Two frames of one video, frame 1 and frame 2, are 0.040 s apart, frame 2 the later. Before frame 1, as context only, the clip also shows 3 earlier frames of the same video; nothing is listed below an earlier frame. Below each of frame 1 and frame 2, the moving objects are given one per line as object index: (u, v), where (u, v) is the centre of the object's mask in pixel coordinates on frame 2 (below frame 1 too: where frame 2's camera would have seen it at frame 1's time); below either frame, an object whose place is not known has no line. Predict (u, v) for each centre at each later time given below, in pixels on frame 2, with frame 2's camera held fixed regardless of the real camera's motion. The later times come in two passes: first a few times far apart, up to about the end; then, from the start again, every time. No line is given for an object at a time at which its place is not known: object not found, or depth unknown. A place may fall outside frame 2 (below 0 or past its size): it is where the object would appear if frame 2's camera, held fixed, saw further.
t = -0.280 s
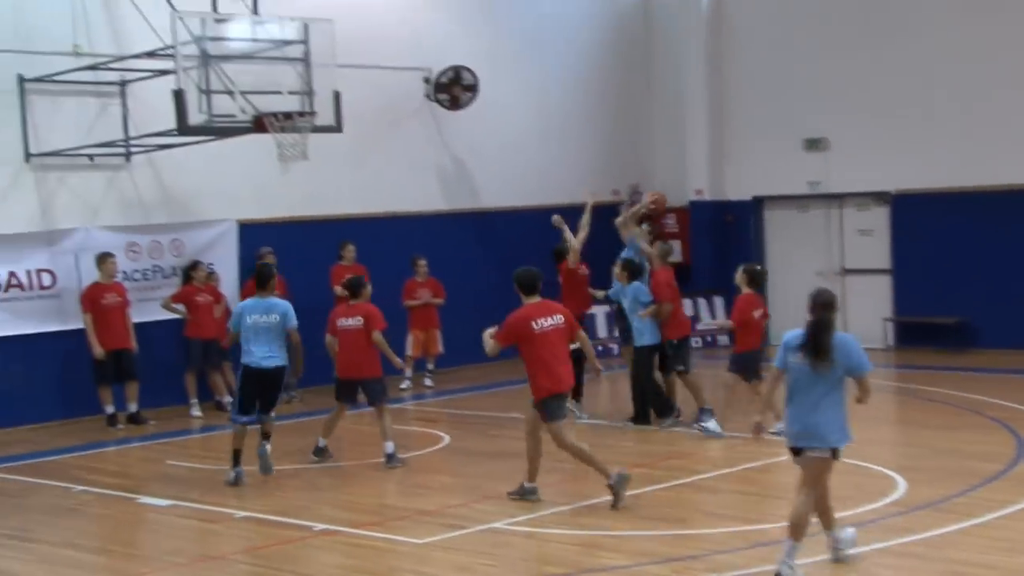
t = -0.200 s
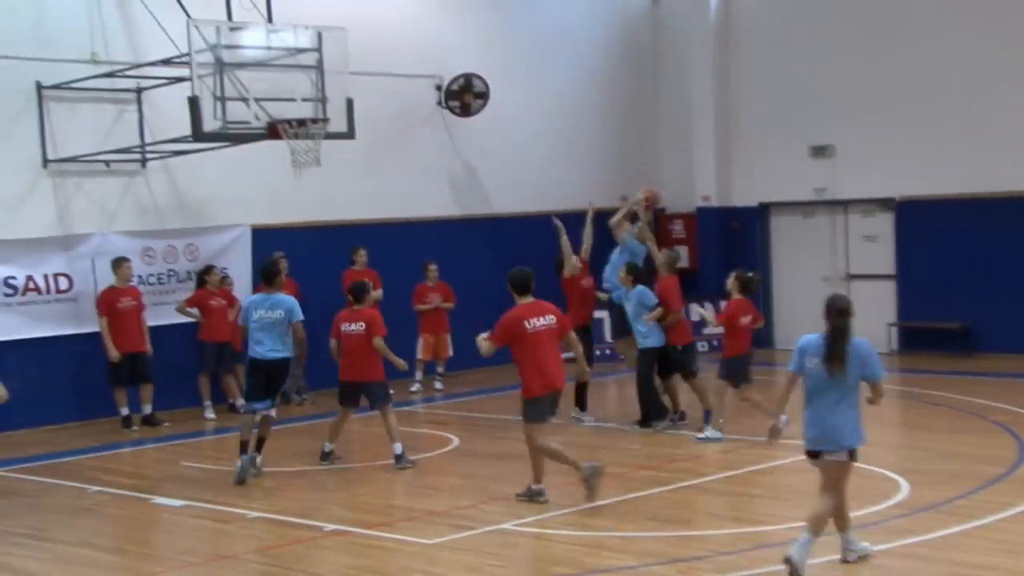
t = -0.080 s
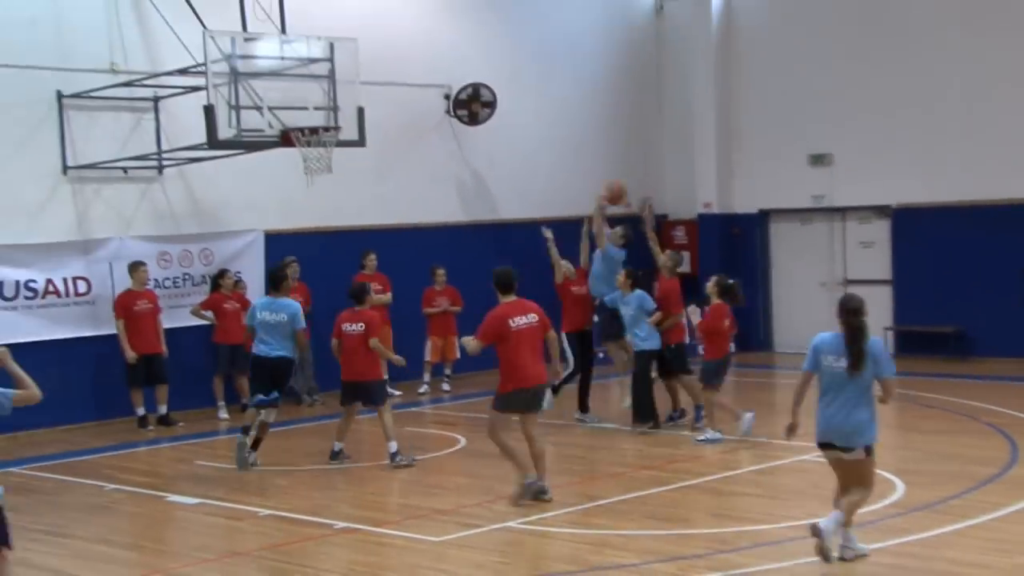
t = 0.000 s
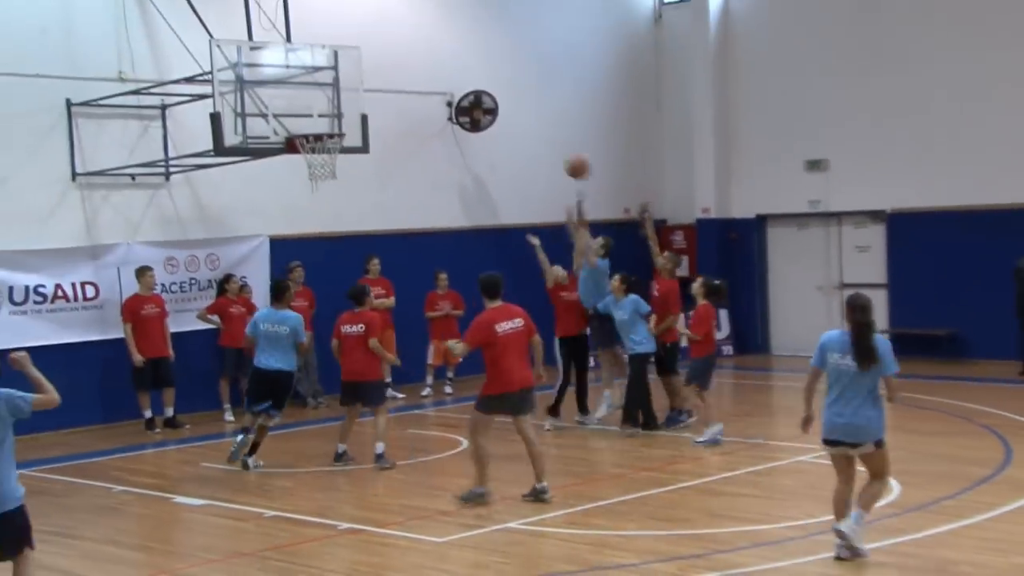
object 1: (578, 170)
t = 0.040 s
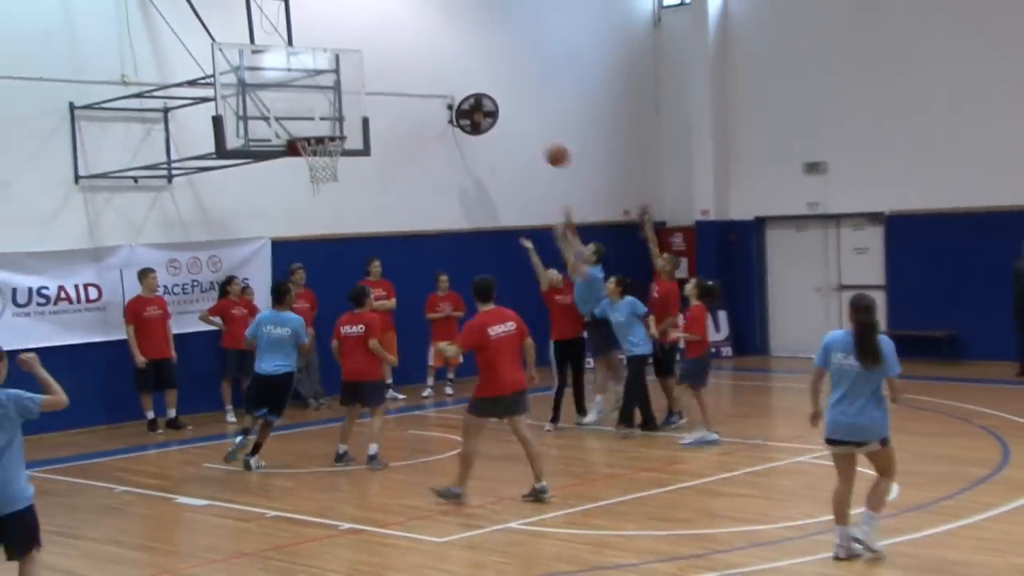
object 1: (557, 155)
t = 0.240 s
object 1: (459, 108)
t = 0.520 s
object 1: (320, 102)
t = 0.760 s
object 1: (322, 114)
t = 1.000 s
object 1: (353, 106)
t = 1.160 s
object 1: (375, 133)
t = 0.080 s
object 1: (536, 142)
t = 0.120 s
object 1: (516, 131)
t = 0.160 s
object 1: (497, 121)
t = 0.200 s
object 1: (476, 114)
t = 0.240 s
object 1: (459, 108)
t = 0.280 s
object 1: (437, 101)
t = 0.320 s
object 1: (418, 97)
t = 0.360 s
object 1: (398, 95)
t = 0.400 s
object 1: (378, 94)
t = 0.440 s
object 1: (359, 95)
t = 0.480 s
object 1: (340, 98)
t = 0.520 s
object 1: (320, 102)
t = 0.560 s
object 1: (313, 106)
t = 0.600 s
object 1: (313, 110)
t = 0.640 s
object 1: (313, 116)
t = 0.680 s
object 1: (314, 124)
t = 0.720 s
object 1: (317, 121)
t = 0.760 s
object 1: (322, 114)
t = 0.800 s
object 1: (327, 109)
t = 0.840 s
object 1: (332, 106)
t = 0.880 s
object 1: (337, 103)
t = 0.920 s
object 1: (342, 103)
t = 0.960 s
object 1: (348, 104)
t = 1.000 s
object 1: (353, 106)
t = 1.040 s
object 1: (358, 111)
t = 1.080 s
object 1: (364, 116)
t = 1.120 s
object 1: (369, 124)
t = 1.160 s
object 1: (375, 133)
